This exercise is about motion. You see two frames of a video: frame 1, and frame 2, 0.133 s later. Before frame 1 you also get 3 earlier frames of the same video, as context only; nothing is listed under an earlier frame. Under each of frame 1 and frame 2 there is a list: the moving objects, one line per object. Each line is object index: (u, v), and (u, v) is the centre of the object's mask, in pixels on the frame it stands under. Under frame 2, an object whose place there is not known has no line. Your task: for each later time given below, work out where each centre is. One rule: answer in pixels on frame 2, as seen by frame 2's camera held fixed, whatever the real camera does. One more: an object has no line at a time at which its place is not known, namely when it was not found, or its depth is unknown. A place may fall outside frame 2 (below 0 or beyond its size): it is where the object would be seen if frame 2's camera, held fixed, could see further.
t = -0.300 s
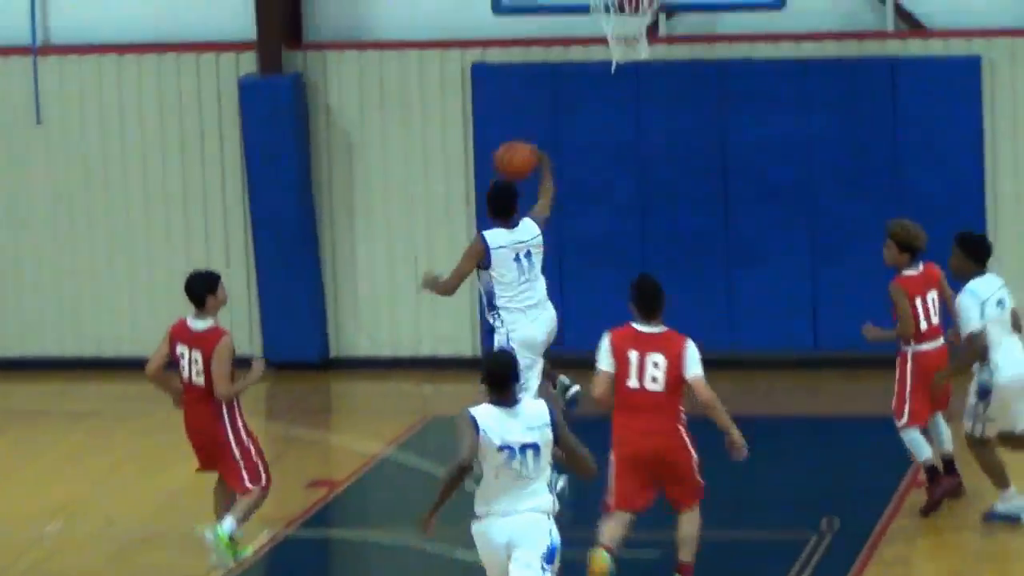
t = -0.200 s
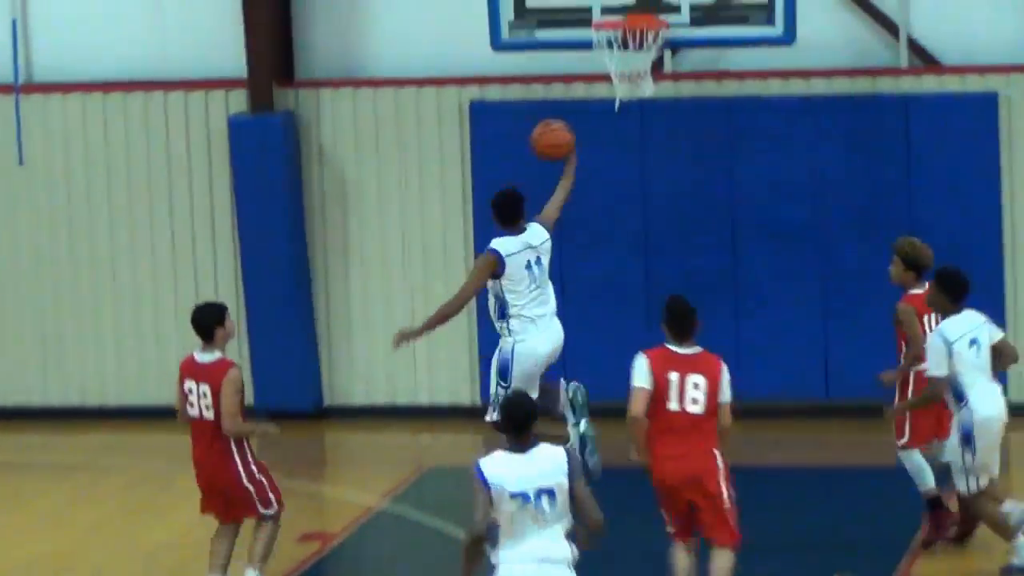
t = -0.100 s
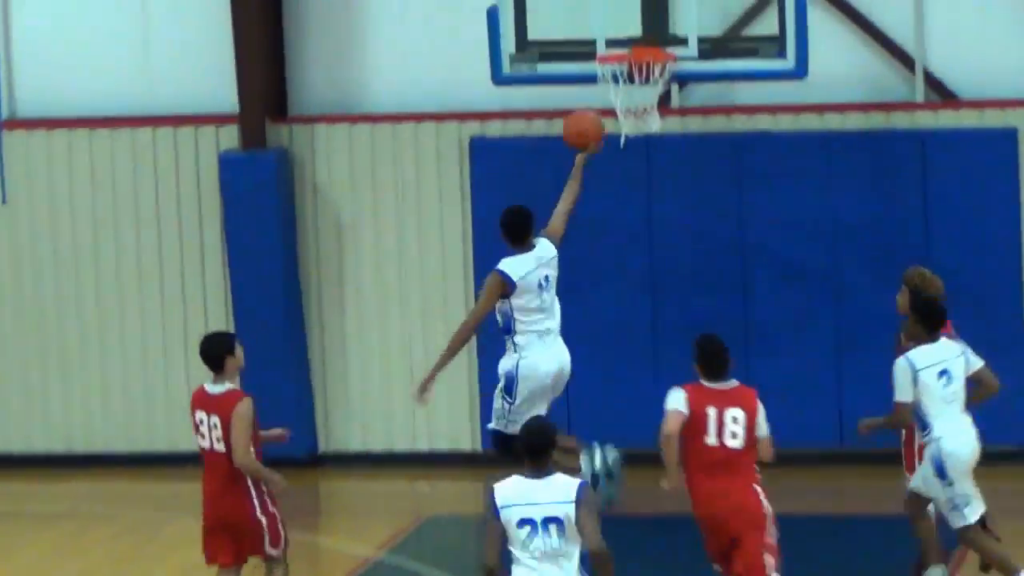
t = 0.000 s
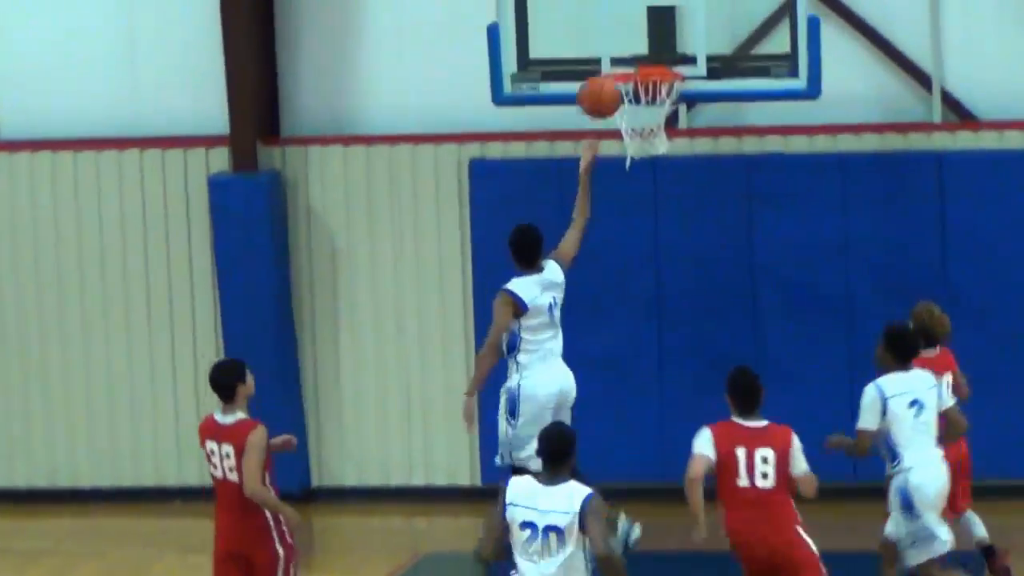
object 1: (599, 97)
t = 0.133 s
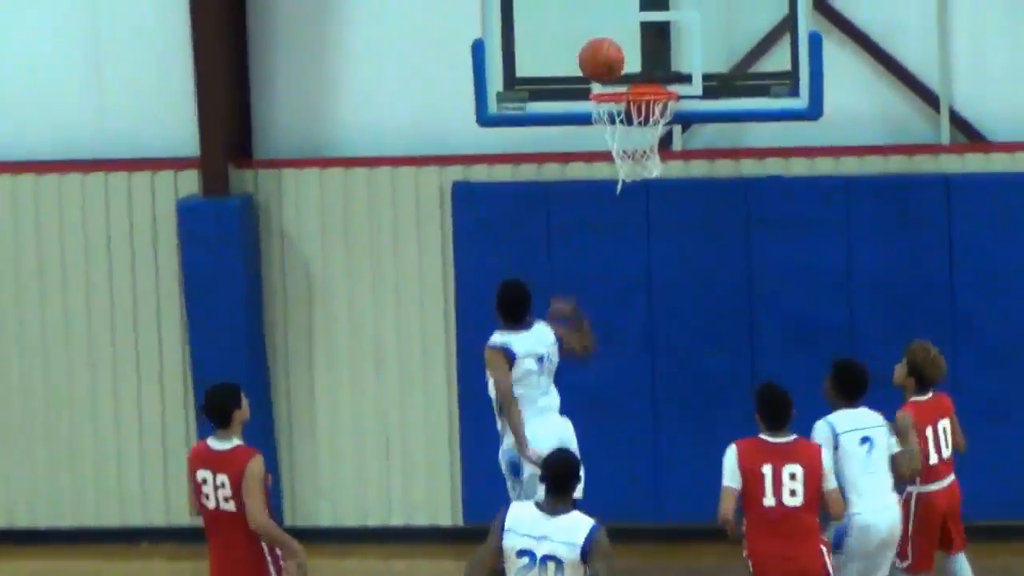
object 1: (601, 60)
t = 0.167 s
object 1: (604, 52)
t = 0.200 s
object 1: (607, 46)
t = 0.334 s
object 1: (620, 39)
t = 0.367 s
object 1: (623, 42)
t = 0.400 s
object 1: (626, 49)
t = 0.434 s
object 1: (630, 56)
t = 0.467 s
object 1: (633, 66)
